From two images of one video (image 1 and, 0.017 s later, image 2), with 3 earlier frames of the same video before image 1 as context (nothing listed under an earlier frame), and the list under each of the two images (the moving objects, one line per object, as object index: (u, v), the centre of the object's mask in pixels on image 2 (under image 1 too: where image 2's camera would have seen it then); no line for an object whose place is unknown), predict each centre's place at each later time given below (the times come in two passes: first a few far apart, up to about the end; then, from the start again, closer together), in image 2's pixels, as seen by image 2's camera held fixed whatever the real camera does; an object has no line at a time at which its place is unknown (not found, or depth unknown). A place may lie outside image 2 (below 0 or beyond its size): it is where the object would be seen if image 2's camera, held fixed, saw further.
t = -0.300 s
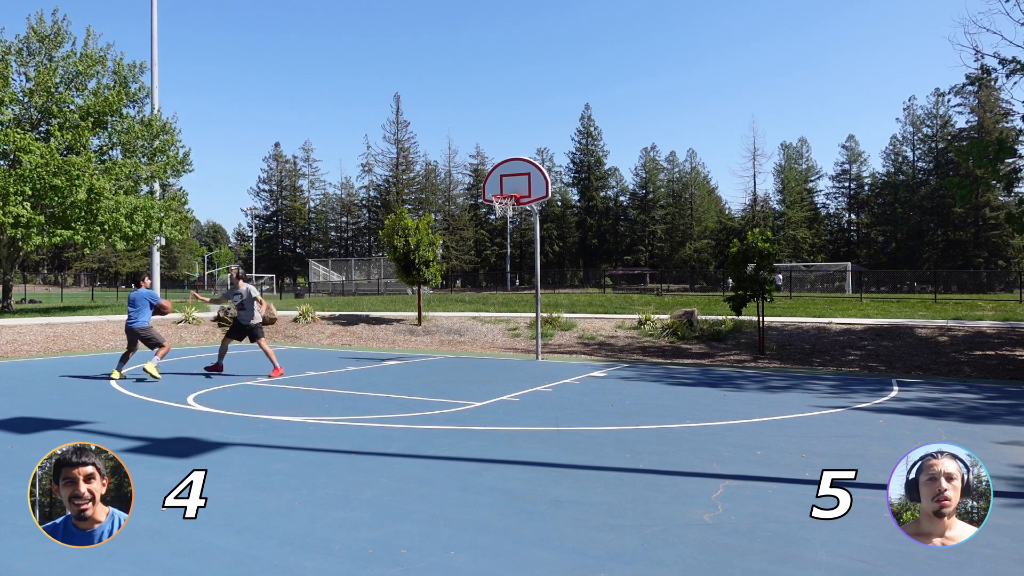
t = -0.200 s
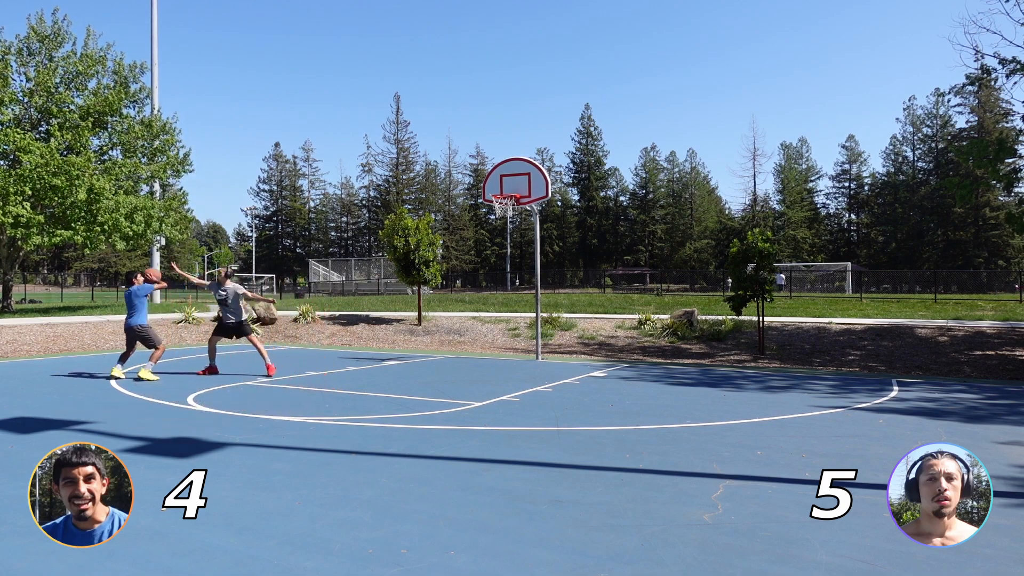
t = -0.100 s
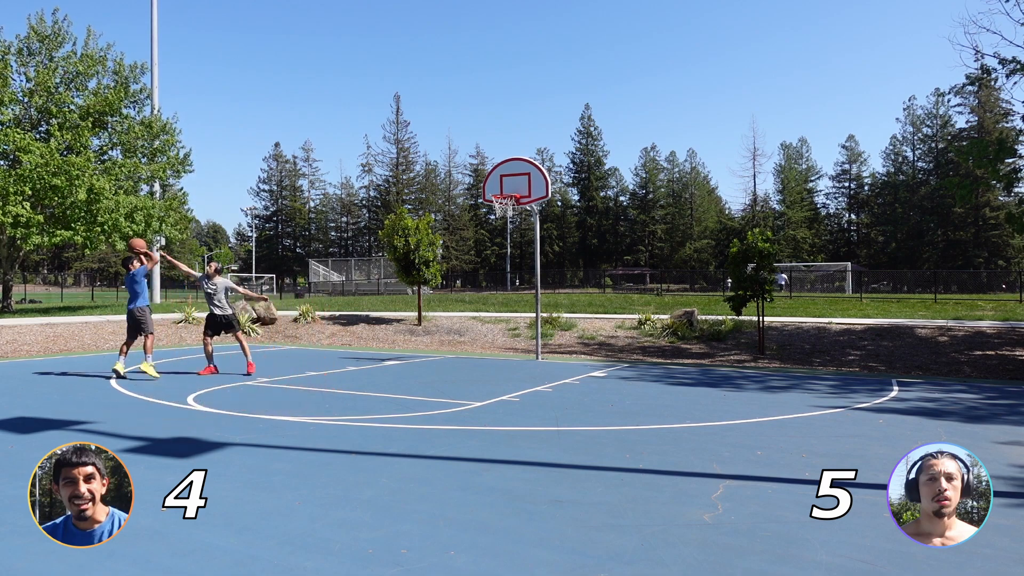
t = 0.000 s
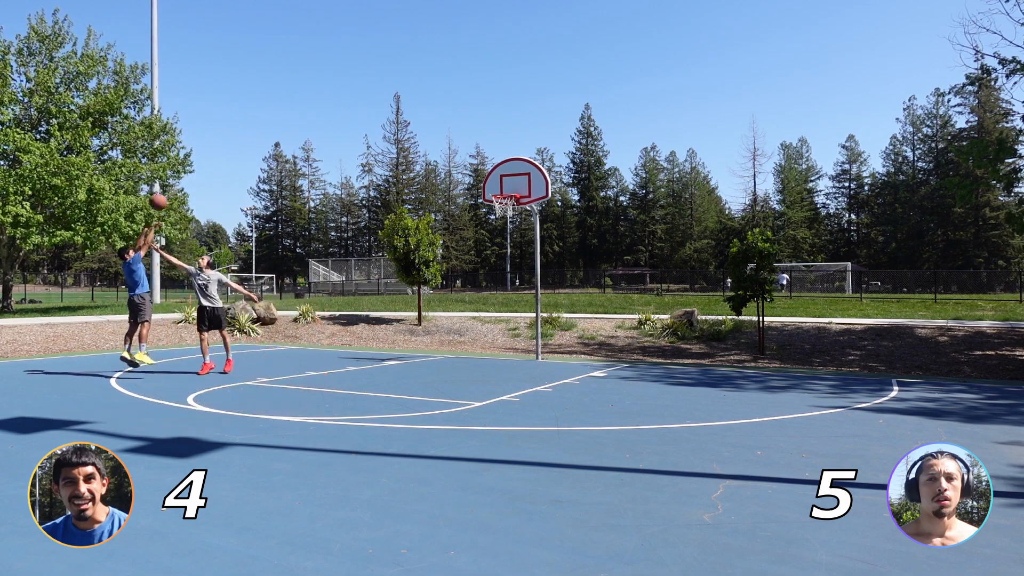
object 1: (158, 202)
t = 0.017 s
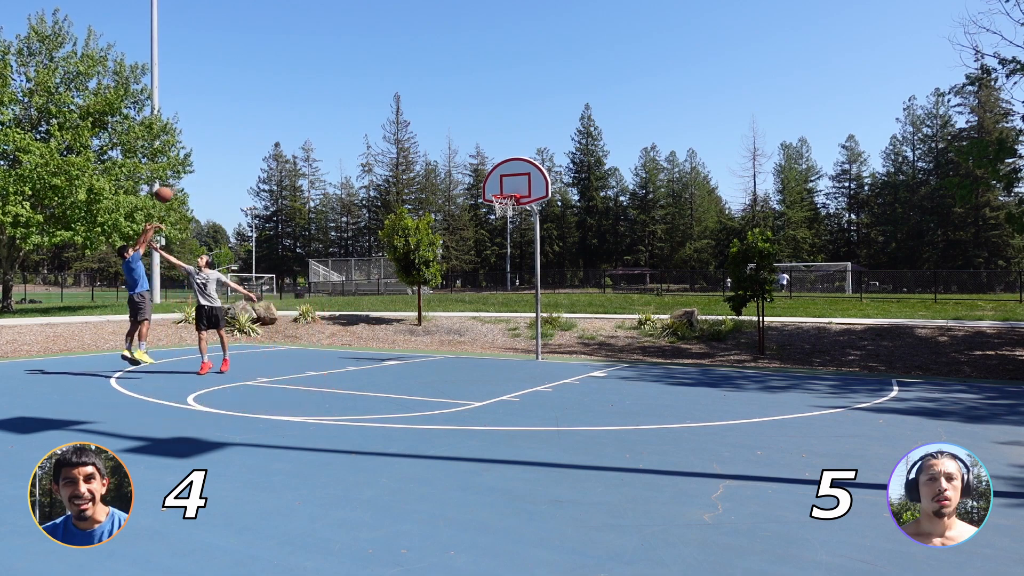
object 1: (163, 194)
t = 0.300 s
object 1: (250, 105)
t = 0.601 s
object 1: (331, 74)
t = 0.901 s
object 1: (402, 97)
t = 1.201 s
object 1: (467, 169)
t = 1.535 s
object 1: (531, 298)
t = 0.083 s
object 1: (185, 167)
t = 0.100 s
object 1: (190, 161)
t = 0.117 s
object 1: (195, 155)
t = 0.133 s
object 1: (200, 150)
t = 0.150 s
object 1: (205, 144)
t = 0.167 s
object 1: (210, 139)
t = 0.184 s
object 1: (215, 134)
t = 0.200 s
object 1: (220, 129)
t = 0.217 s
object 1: (225, 125)
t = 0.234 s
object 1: (230, 120)
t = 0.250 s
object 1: (235, 116)
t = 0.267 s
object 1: (240, 112)
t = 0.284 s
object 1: (245, 108)
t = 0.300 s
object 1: (250, 105)
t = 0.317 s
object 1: (254, 102)
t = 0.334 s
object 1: (259, 98)
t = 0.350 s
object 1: (264, 95)
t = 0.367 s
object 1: (268, 93)
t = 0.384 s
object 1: (273, 90)
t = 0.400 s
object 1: (278, 88)
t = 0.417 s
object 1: (282, 85)
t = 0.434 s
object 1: (287, 83)
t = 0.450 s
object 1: (291, 82)
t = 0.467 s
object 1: (296, 80)
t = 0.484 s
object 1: (300, 78)
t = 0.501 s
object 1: (305, 77)
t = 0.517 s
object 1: (309, 76)
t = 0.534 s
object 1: (313, 75)
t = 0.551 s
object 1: (318, 75)
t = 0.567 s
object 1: (322, 74)
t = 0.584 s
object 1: (326, 74)
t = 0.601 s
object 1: (331, 74)
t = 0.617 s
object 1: (335, 73)
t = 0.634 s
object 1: (339, 74)
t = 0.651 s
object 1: (343, 74)
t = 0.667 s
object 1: (347, 75)
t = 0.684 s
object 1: (351, 75)
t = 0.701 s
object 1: (356, 76)
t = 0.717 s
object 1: (359, 77)
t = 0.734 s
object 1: (364, 78)
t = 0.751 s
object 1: (368, 79)
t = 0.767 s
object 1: (372, 81)
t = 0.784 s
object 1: (376, 82)
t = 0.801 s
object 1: (380, 84)
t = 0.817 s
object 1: (384, 86)
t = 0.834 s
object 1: (387, 88)
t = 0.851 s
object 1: (391, 90)
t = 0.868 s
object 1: (395, 92)
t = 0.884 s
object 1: (399, 95)
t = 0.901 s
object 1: (402, 97)
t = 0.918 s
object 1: (407, 100)
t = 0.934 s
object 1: (410, 103)
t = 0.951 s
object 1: (414, 106)
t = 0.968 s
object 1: (418, 110)
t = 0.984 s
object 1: (421, 113)
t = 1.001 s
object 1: (425, 117)
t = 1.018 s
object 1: (428, 120)
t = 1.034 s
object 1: (432, 124)
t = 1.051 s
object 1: (435, 128)
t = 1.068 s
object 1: (439, 132)
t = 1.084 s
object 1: (443, 136)
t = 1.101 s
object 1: (446, 141)
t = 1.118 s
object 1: (450, 145)
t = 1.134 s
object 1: (453, 150)
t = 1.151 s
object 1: (457, 154)
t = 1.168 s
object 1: (460, 159)
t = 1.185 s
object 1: (463, 164)
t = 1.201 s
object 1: (467, 169)
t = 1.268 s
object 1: (480, 191)
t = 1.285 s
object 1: (483, 196)
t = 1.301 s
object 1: (488, 201)
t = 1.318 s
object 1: (490, 208)
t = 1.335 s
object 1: (491, 215)
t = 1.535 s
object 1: (531, 298)
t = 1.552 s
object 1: (535, 306)
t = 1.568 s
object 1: (538, 314)
